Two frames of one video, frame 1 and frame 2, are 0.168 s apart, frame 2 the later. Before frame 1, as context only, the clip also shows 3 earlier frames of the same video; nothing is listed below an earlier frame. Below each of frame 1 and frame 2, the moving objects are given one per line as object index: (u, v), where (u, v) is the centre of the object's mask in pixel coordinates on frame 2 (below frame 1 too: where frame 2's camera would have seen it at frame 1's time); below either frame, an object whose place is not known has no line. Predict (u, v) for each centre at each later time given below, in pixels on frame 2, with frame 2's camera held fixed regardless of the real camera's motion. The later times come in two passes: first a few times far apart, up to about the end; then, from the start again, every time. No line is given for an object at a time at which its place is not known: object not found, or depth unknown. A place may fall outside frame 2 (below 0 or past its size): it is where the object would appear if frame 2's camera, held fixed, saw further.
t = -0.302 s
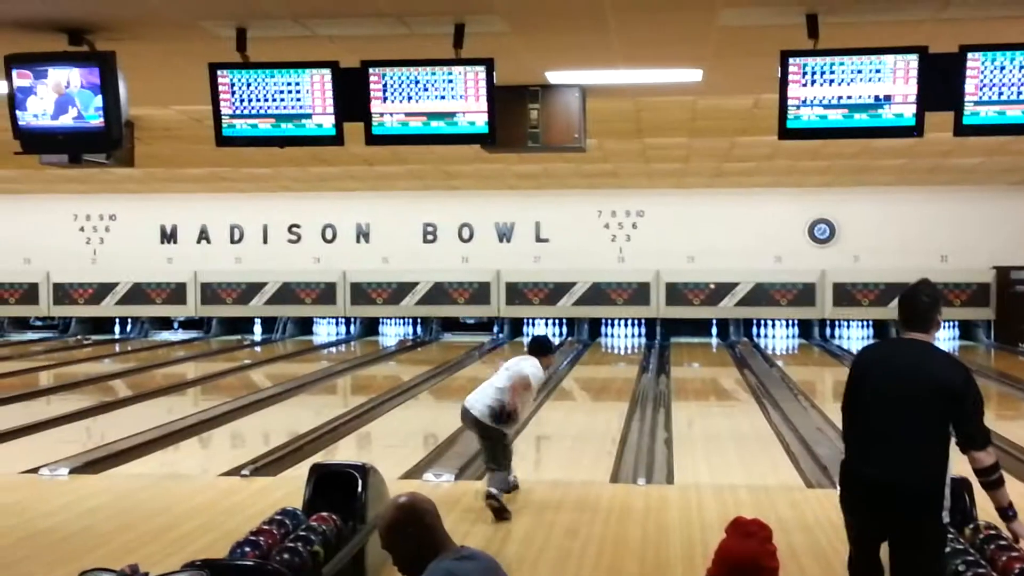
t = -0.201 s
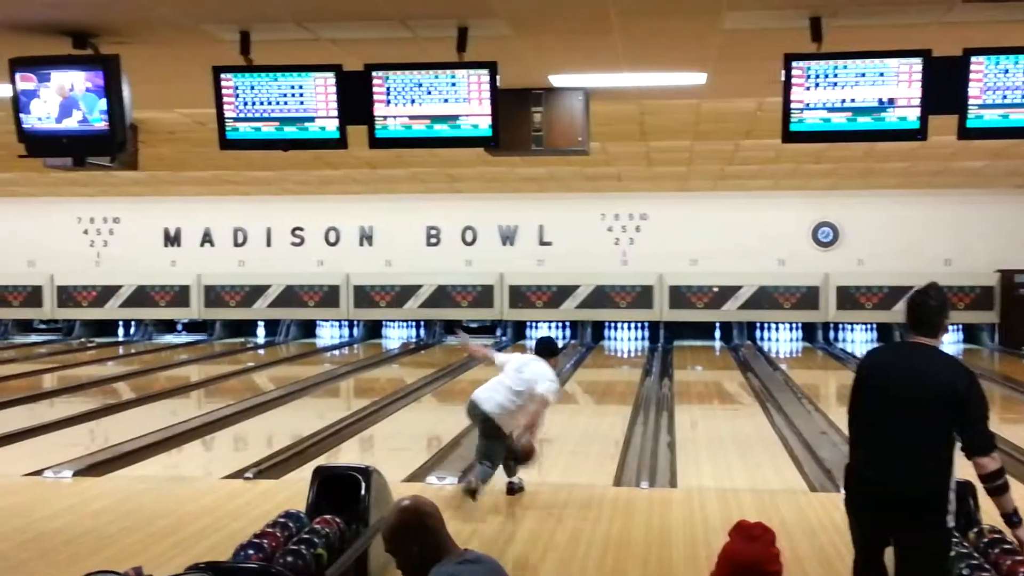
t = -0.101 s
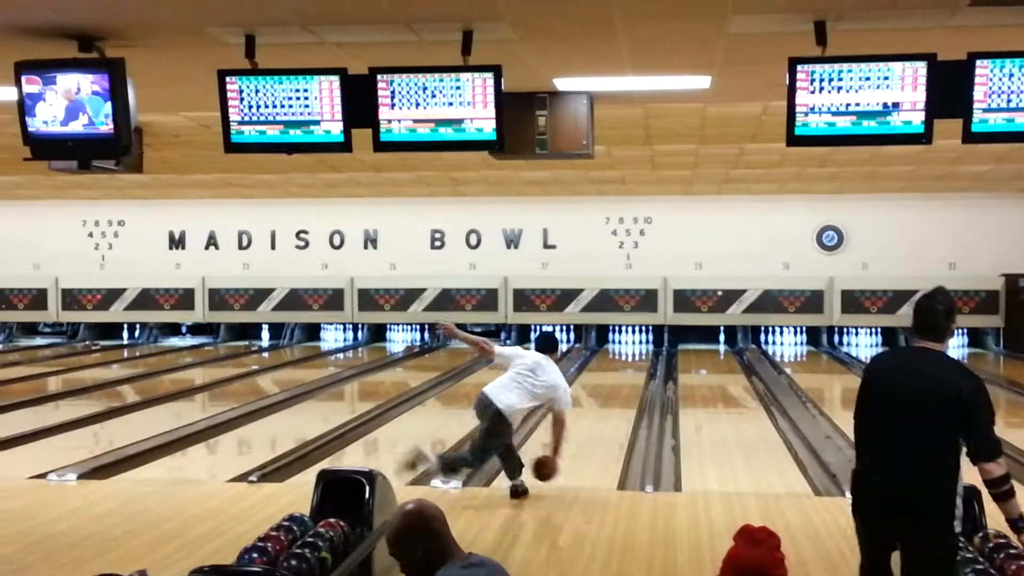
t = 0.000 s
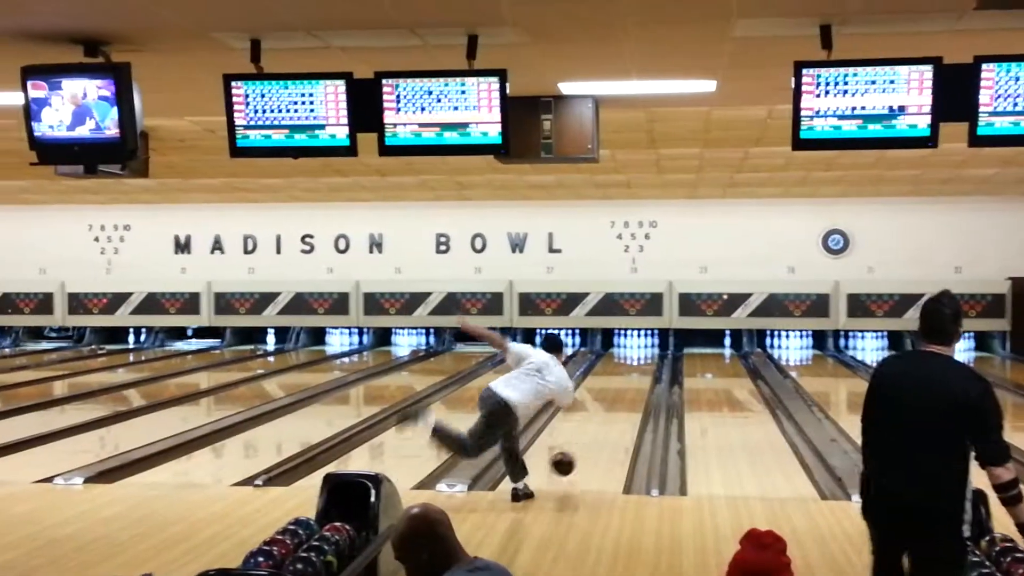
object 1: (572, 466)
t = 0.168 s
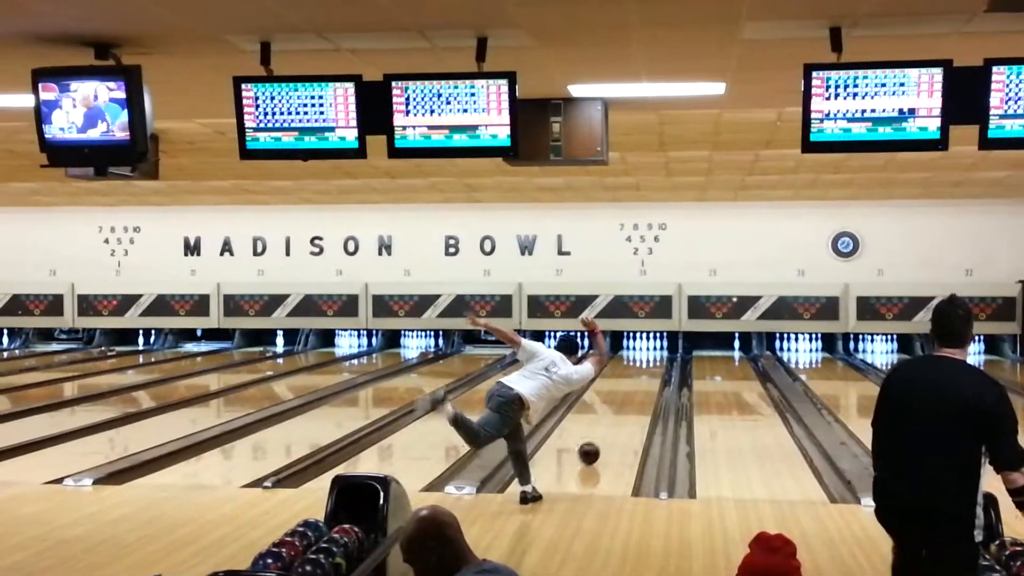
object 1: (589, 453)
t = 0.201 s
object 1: (592, 449)
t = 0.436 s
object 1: (610, 426)
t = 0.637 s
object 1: (622, 410)
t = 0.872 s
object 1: (635, 393)
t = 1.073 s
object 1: (643, 382)
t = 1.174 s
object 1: (647, 378)
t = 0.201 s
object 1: (592, 449)
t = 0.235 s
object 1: (595, 445)
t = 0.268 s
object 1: (597, 442)
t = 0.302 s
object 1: (600, 438)
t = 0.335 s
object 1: (603, 435)
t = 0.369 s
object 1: (605, 432)
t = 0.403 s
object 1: (608, 429)
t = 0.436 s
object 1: (610, 426)
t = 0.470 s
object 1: (612, 423)
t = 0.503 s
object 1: (614, 420)
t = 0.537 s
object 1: (616, 417)
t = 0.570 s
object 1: (619, 415)
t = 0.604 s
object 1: (620, 413)
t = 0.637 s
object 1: (622, 410)
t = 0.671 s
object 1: (624, 407)
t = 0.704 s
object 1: (626, 405)
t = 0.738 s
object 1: (627, 403)
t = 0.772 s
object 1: (629, 401)
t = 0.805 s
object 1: (632, 397)
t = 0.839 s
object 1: (633, 395)
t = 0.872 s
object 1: (635, 393)
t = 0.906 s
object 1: (636, 391)
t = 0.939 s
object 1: (637, 389)
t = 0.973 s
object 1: (639, 387)
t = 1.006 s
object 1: (640, 386)
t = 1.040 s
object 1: (641, 384)
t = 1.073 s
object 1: (643, 382)
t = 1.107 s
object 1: (644, 381)
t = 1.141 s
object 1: (645, 379)
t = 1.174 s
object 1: (647, 378)
